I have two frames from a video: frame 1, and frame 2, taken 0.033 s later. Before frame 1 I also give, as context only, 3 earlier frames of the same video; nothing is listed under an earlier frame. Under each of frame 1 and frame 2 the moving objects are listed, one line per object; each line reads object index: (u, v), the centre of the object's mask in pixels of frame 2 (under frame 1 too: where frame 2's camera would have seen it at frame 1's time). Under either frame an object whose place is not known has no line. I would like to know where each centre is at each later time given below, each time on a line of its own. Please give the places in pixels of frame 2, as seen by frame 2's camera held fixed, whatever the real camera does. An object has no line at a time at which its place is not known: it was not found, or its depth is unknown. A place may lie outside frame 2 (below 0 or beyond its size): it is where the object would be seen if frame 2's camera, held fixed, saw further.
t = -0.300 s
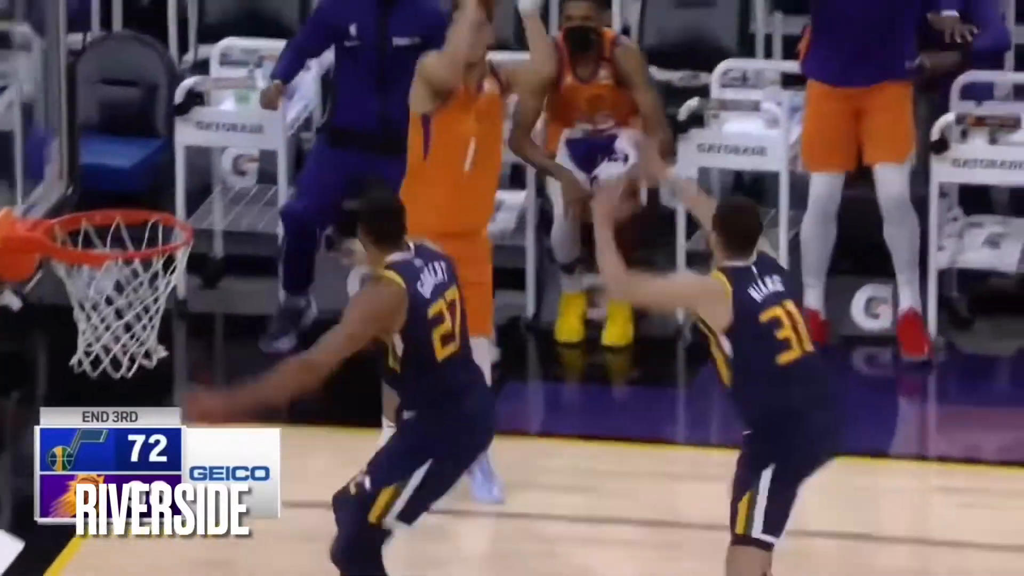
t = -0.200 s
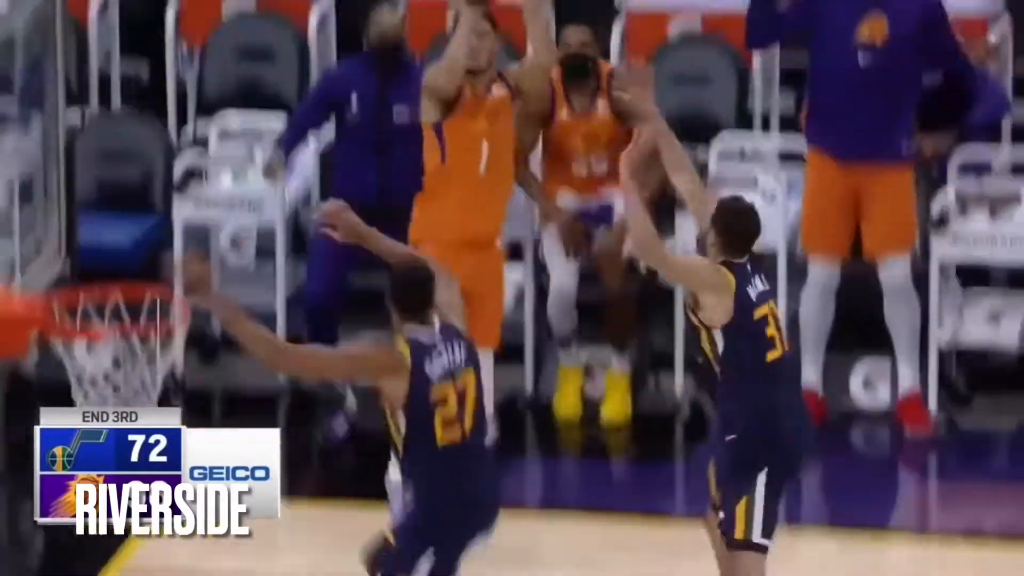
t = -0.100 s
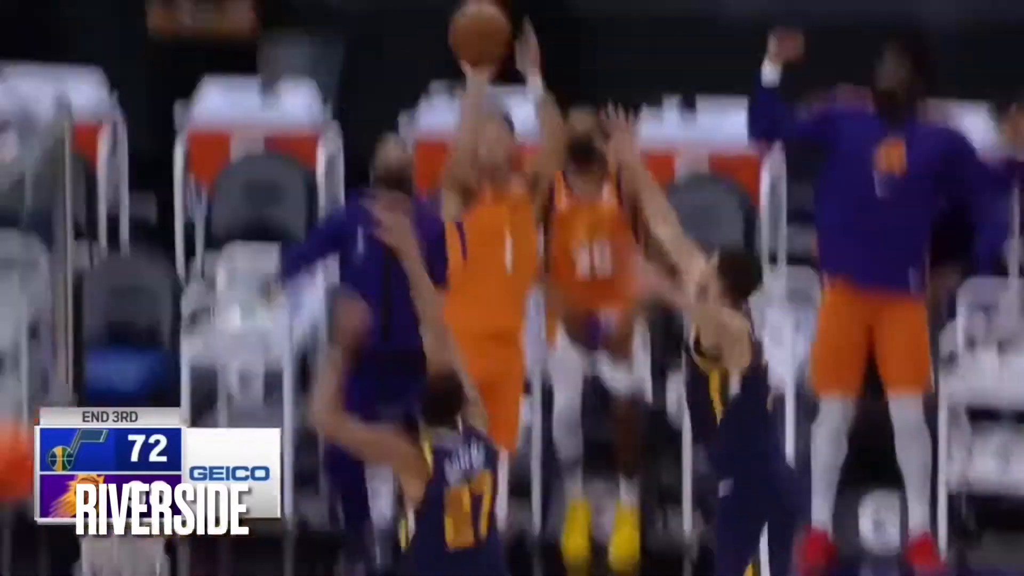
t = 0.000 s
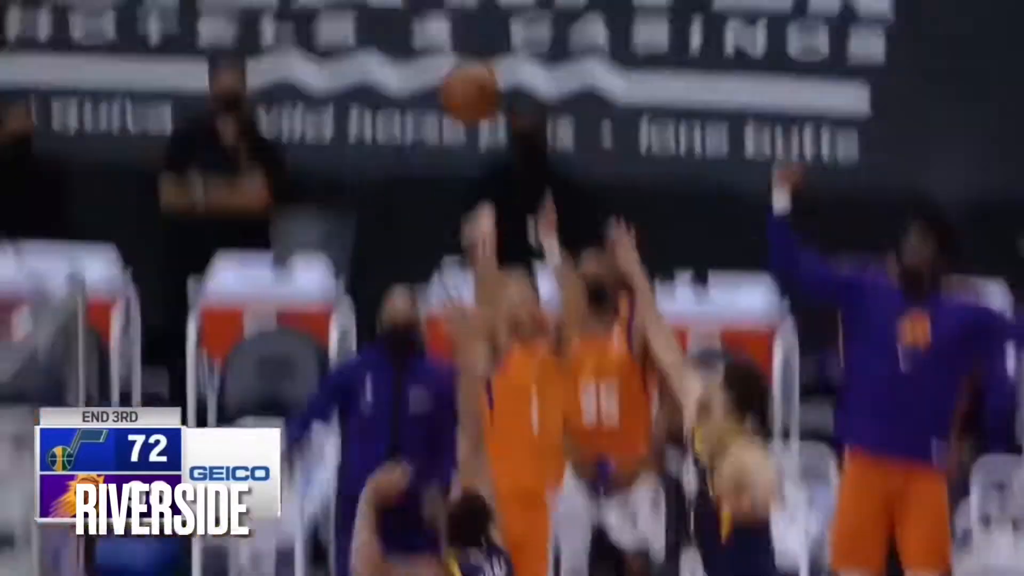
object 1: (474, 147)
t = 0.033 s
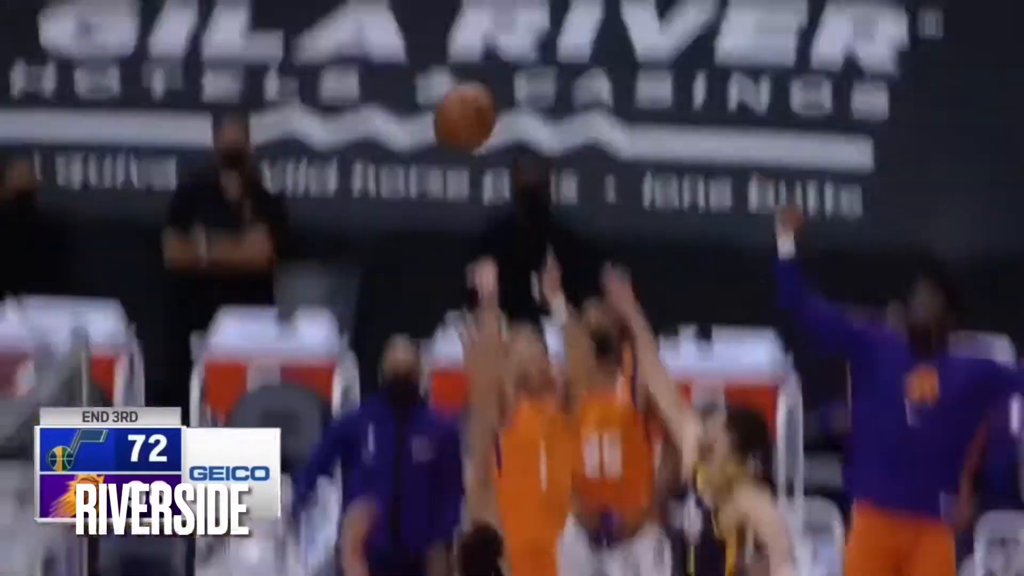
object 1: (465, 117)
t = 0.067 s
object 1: (457, 84)
